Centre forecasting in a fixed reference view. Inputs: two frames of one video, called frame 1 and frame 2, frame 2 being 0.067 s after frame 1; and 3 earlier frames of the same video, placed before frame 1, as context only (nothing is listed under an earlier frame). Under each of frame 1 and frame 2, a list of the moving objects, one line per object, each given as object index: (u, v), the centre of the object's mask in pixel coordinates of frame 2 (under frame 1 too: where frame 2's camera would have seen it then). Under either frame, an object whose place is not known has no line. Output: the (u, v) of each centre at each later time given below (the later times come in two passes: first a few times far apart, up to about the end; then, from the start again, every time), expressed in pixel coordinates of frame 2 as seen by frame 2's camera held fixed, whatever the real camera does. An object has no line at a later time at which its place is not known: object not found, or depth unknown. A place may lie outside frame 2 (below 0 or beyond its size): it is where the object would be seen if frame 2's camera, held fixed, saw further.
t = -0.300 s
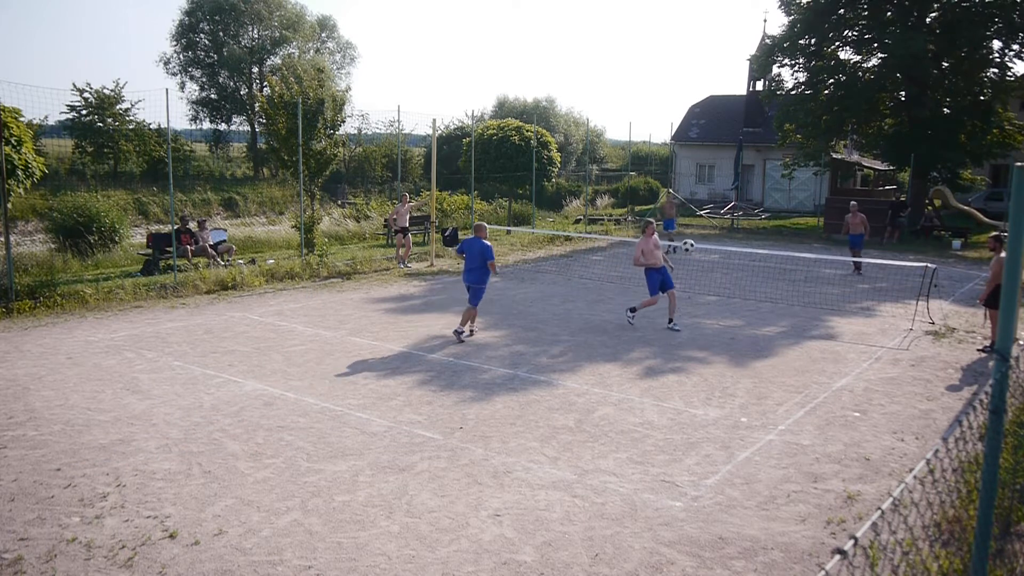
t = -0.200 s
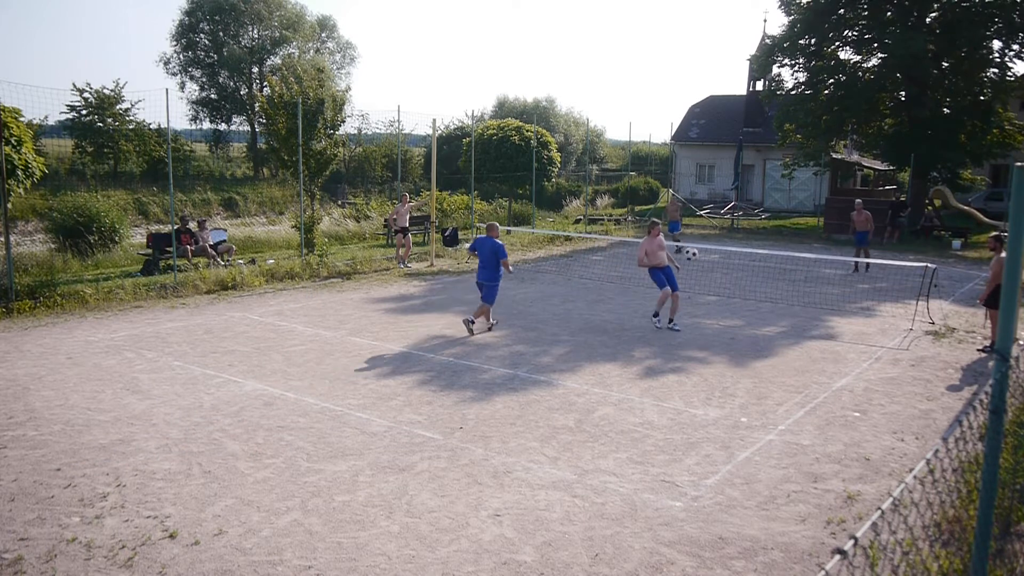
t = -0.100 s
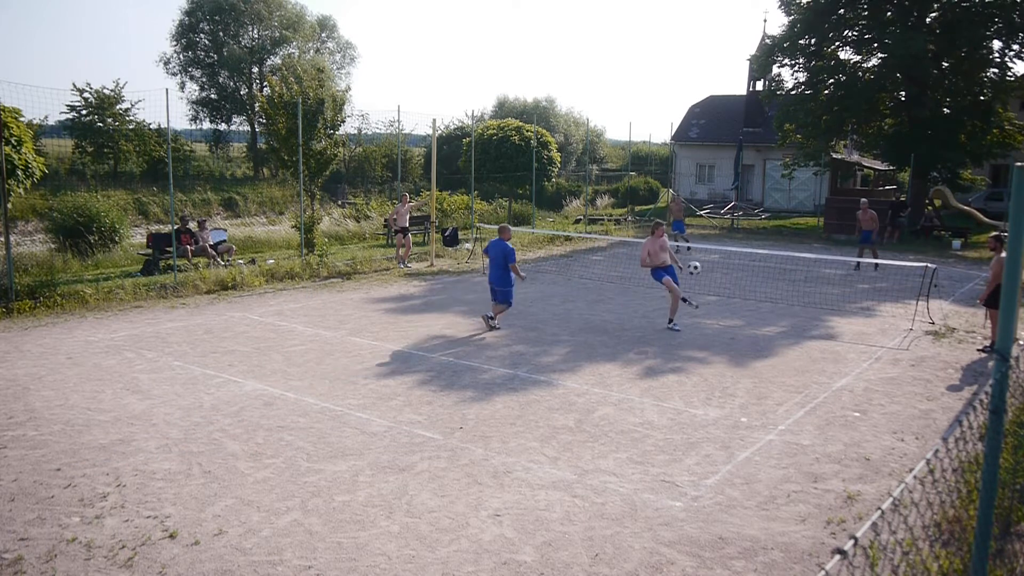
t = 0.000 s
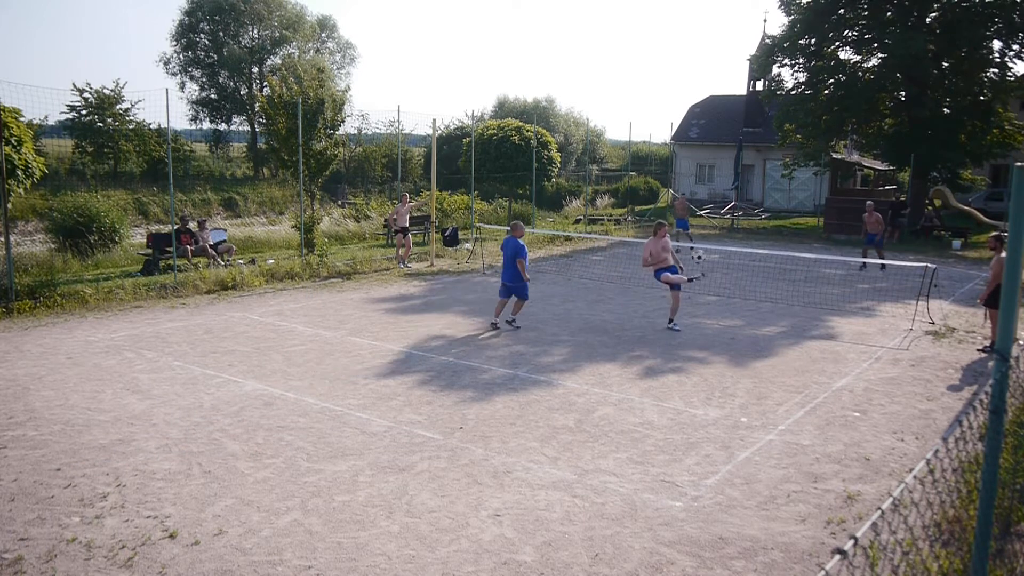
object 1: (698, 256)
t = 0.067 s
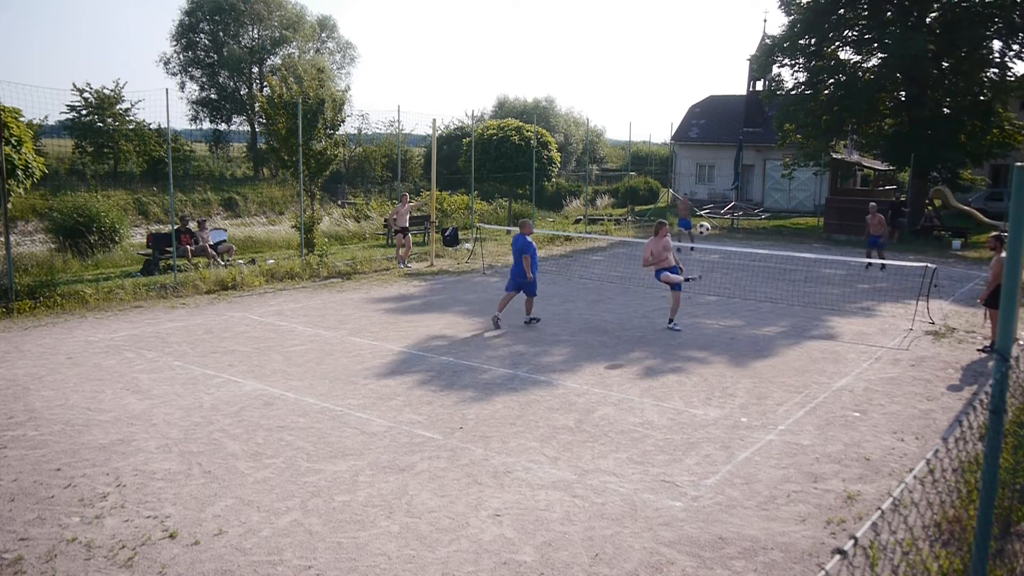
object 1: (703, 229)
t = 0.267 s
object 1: (715, 162)
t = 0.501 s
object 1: (726, 116)
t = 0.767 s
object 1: (737, 107)
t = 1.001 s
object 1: (743, 137)
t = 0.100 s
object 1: (705, 215)
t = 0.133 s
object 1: (707, 204)
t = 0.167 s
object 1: (709, 192)
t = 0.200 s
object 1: (711, 181)
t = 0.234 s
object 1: (713, 171)
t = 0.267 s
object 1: (715, 162)
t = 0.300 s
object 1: (716, 153)
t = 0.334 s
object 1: (718, 145)
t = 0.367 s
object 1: (720, 138)
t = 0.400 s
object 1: (722, 132)
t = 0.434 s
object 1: (723, 126)
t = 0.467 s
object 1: (725, 121)
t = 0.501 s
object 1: (726, 116)
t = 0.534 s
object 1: (728, 113)
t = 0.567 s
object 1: (729, 110)
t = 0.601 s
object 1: (731, 107)
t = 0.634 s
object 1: (732, 106)
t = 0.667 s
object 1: (733, 105)
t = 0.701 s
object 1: (735, 105)
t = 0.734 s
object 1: (736, 106)
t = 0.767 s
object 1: (737, 107)
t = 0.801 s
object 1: (738, 109)
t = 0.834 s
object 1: (739, 112)
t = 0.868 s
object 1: (740, 115)
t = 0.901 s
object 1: (741, 120)
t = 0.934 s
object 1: (742, 124)
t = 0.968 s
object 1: (743, 130)
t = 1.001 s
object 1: (743, 137)
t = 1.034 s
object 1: (744, 143)
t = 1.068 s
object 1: (745, 151)
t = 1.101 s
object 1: (745, 160)
